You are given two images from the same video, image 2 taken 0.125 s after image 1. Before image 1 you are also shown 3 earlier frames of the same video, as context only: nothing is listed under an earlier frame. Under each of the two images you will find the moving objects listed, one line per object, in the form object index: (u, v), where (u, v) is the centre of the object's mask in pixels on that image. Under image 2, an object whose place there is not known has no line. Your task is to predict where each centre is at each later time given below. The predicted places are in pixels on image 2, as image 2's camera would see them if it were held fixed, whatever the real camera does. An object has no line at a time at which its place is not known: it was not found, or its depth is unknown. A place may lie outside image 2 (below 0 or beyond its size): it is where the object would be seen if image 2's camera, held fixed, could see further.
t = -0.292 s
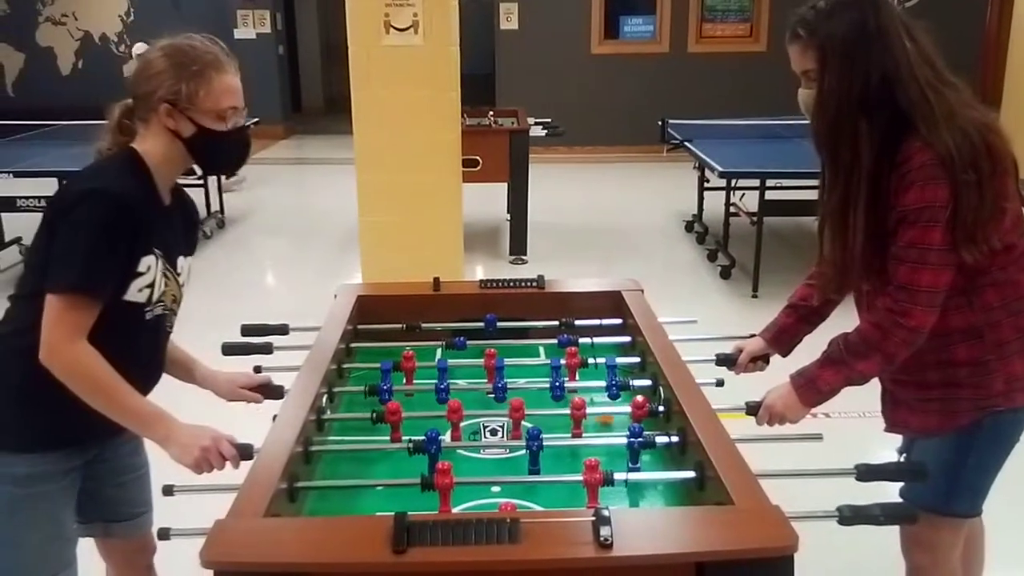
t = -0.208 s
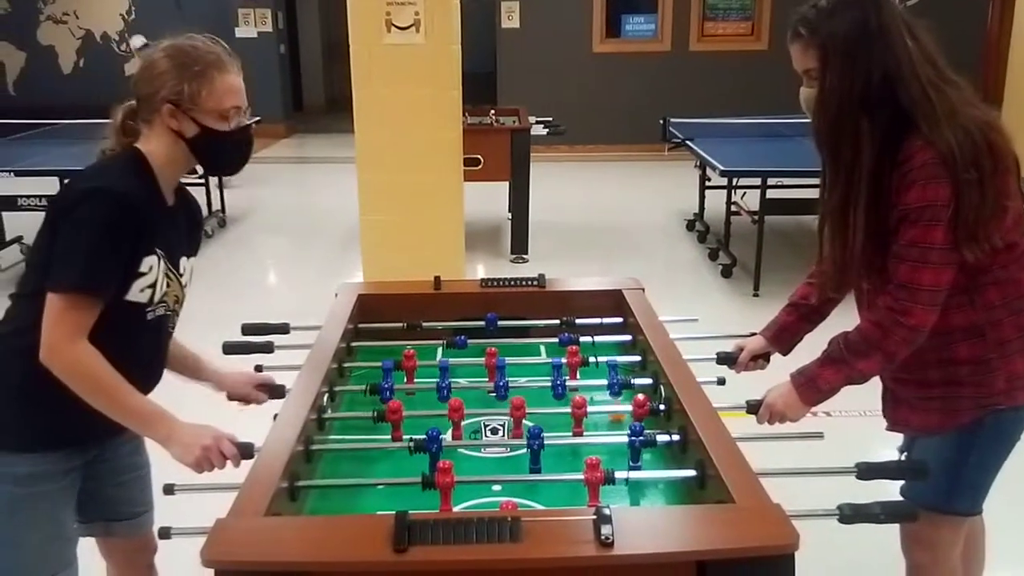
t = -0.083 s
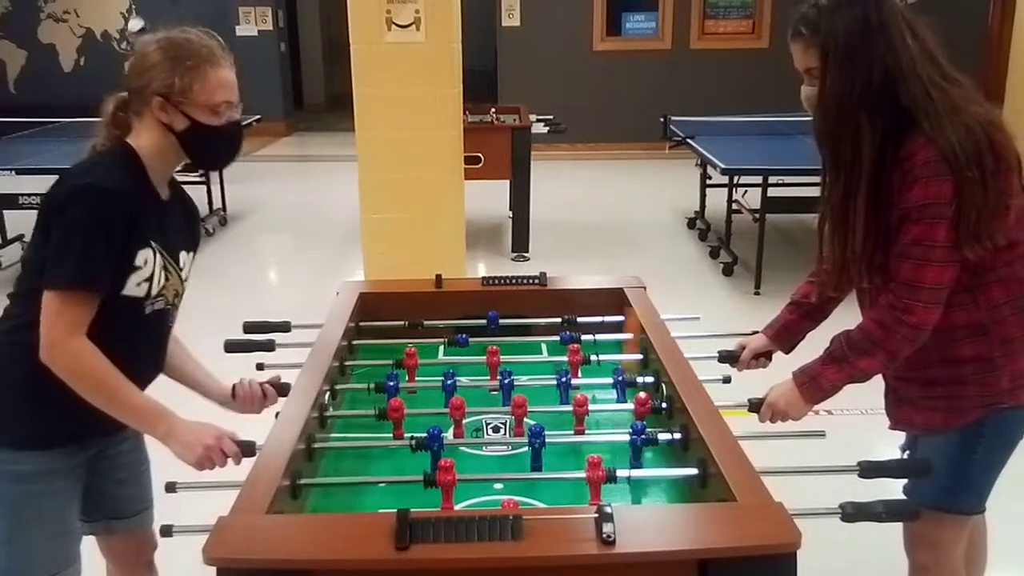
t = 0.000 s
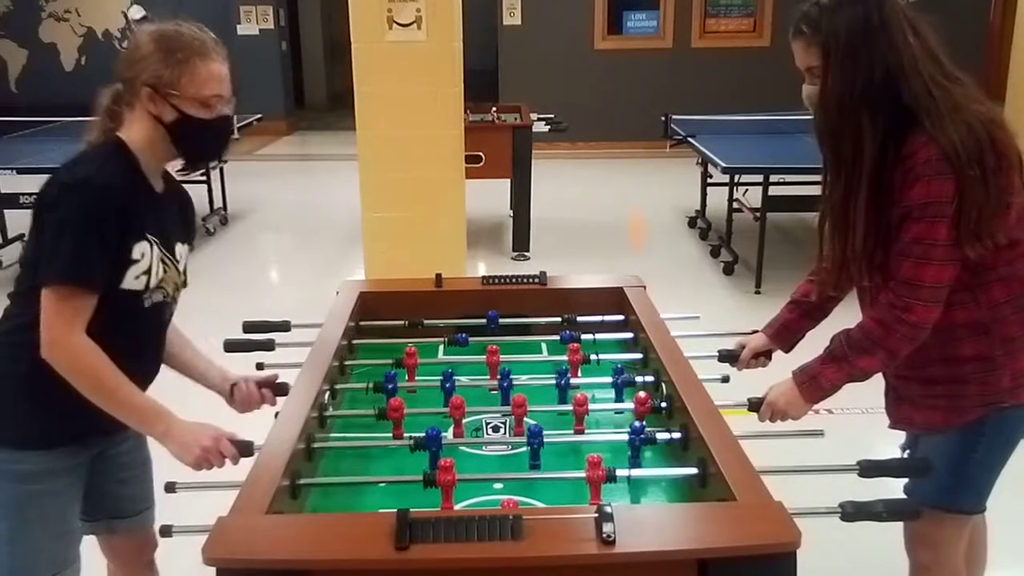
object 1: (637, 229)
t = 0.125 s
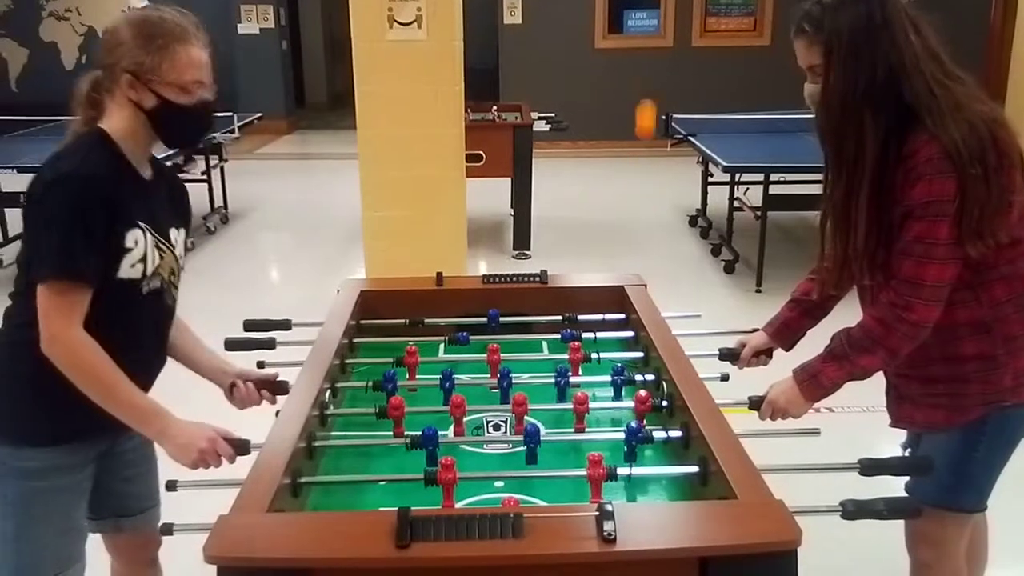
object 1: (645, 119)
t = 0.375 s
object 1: (653, 128)
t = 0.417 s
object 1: (653, 157)
